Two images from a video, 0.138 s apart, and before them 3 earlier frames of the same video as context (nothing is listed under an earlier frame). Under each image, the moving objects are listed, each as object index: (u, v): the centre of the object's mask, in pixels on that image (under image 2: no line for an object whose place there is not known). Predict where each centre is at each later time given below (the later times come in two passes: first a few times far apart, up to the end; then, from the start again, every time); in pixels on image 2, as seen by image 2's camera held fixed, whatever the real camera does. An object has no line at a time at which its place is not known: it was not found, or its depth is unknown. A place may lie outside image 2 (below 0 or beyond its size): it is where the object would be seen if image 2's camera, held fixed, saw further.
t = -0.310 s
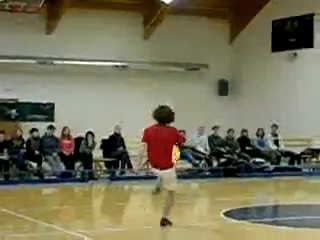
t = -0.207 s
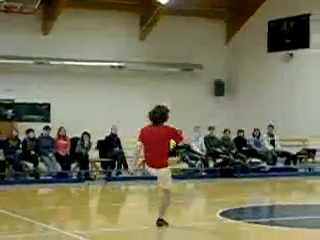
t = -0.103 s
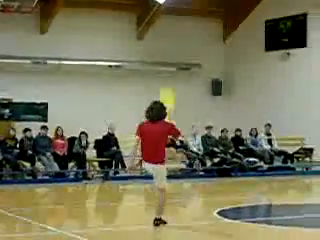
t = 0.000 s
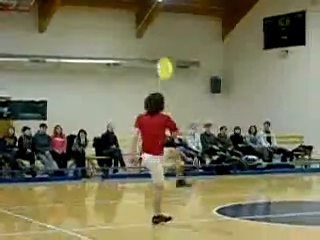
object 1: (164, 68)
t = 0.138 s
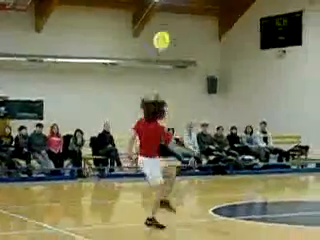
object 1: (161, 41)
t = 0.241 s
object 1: (161, 27)
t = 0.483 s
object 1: (159, 24)
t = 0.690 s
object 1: (159, 50)
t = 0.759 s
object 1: (158, 65)
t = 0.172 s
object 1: (161, 35)
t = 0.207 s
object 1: (161, 31)
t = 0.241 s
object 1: (161, 27)
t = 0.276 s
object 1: (160, 24)
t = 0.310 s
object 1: (160, 21)
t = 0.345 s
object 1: (160, 20)
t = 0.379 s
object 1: (160, 20)
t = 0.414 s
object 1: (160, 20)
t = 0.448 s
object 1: (160, 22)
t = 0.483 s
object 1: (159, 24)
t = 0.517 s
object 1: (159, 26)
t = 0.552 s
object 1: (159, 30)
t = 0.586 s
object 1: (159, 34)
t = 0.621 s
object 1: (159, 38)
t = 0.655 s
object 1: (159, 44)
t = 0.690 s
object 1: (159, 50)
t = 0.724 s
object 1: (158, 57)
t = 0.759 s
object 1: (158, 65)
